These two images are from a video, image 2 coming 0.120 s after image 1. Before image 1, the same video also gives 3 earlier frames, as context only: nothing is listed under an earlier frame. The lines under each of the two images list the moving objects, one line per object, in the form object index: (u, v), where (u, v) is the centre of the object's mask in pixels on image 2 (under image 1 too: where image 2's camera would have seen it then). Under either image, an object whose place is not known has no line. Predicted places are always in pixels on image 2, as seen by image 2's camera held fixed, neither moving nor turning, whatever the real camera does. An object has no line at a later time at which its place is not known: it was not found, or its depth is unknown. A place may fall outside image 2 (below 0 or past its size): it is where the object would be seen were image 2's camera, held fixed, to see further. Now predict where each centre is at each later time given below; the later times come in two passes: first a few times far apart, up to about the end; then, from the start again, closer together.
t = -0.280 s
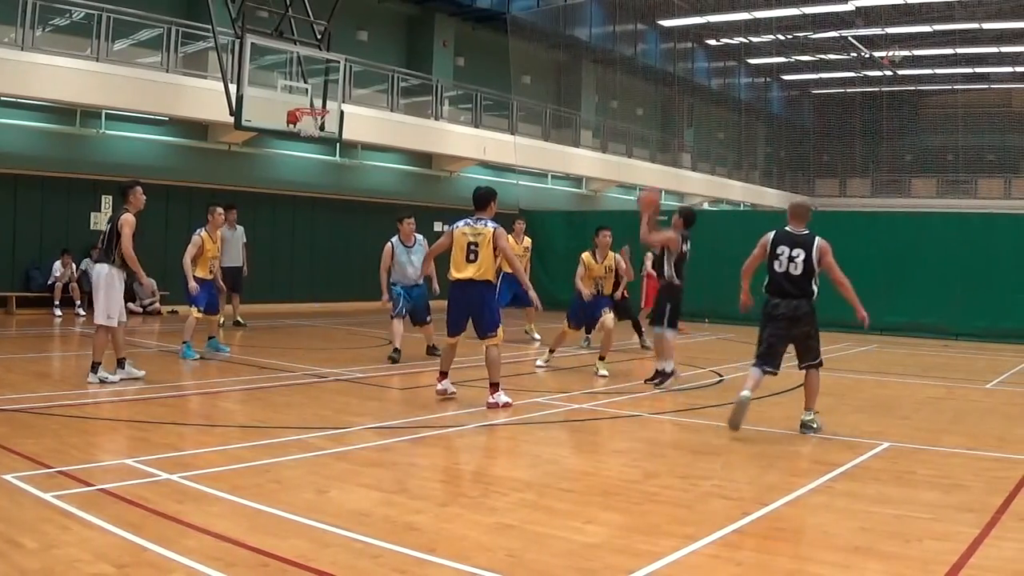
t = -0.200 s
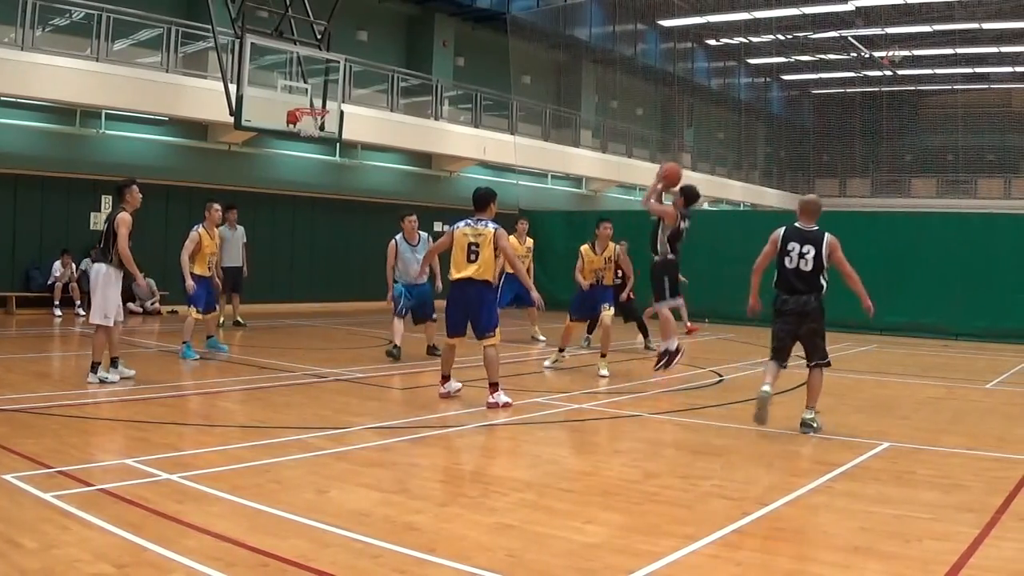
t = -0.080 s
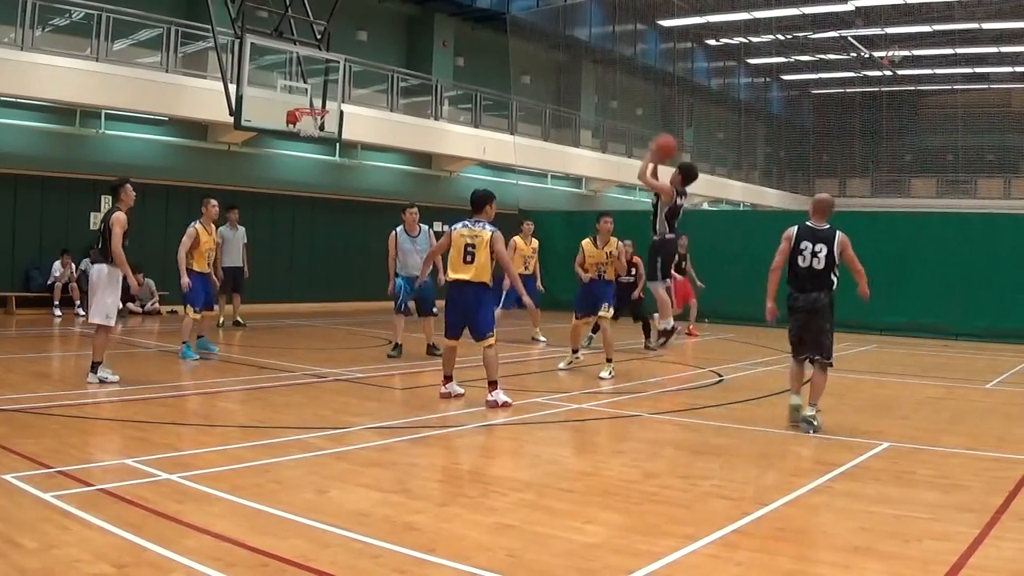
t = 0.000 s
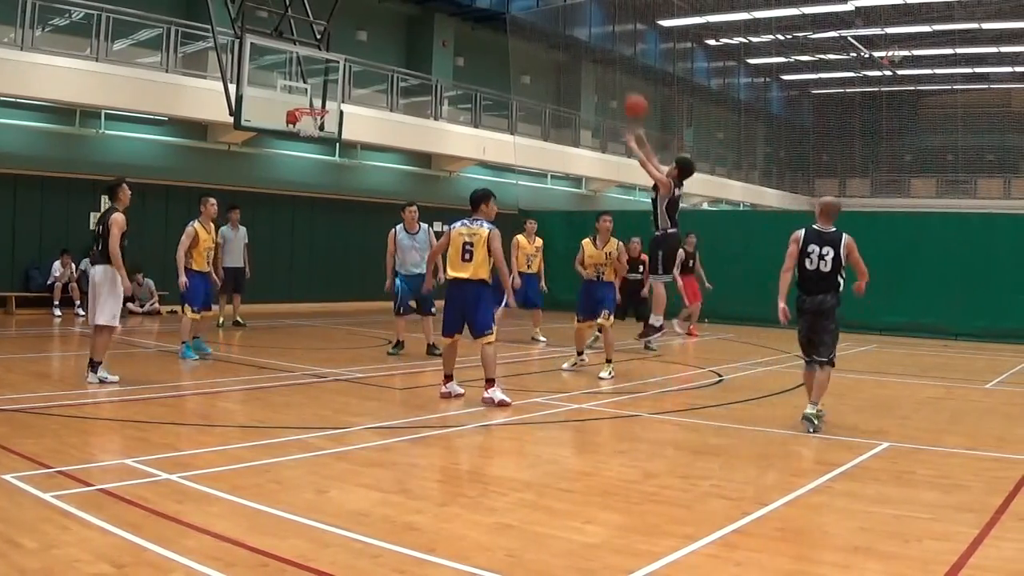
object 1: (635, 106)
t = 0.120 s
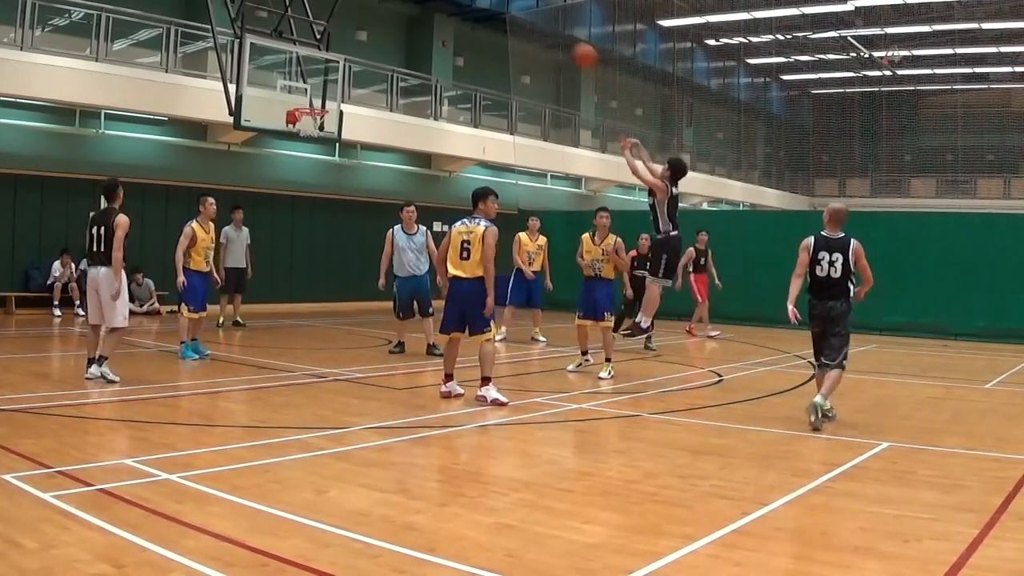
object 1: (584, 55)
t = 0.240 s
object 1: (537, 23)
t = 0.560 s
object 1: (429, 6)
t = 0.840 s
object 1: (350, 49)
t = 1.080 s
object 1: (313, 87)
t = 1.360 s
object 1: (367, 28)
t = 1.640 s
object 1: (425, 18)
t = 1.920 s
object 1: (485, 74)
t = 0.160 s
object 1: (568, 43)
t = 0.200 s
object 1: (552, 33)
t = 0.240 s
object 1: (537, 23)
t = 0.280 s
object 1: (522, 15)
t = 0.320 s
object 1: (508, 9)
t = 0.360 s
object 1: (494, 7)
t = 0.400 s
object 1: (479, 6)
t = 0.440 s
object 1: (465, 5)
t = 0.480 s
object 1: (453, 5)
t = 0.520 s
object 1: (441, 6)
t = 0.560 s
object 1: (429, 6)
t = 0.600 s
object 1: (416, 8)
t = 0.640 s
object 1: (405, 11)
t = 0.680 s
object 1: (393, 17)
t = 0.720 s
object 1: (382, 23)
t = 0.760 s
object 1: (369, 32)
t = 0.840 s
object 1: (350, 49)
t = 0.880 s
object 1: (338, 60)
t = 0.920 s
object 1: (328, 73)
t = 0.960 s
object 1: (318, 84)
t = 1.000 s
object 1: (307, 98)
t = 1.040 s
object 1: (305, 99)
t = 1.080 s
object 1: (313, 87)
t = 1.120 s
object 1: (321, 75)
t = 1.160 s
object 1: (329, 65)
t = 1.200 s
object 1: (336, 54)
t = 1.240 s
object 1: (344, 46)
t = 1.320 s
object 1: (360, 31)
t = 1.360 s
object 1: (367, 28)
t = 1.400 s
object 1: (376, 21)
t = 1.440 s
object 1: (384, 17)
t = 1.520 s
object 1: (400, 14)
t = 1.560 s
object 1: (408, 14)
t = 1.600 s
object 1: (417, 16)
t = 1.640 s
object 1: (425, 18)
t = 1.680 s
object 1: (433, 22)
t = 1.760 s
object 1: (450, 34)
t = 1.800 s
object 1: (459, 41)
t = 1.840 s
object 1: (467, 51)
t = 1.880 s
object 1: (477, 61)
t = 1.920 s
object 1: (485, 74)
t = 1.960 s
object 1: (494, 87)
